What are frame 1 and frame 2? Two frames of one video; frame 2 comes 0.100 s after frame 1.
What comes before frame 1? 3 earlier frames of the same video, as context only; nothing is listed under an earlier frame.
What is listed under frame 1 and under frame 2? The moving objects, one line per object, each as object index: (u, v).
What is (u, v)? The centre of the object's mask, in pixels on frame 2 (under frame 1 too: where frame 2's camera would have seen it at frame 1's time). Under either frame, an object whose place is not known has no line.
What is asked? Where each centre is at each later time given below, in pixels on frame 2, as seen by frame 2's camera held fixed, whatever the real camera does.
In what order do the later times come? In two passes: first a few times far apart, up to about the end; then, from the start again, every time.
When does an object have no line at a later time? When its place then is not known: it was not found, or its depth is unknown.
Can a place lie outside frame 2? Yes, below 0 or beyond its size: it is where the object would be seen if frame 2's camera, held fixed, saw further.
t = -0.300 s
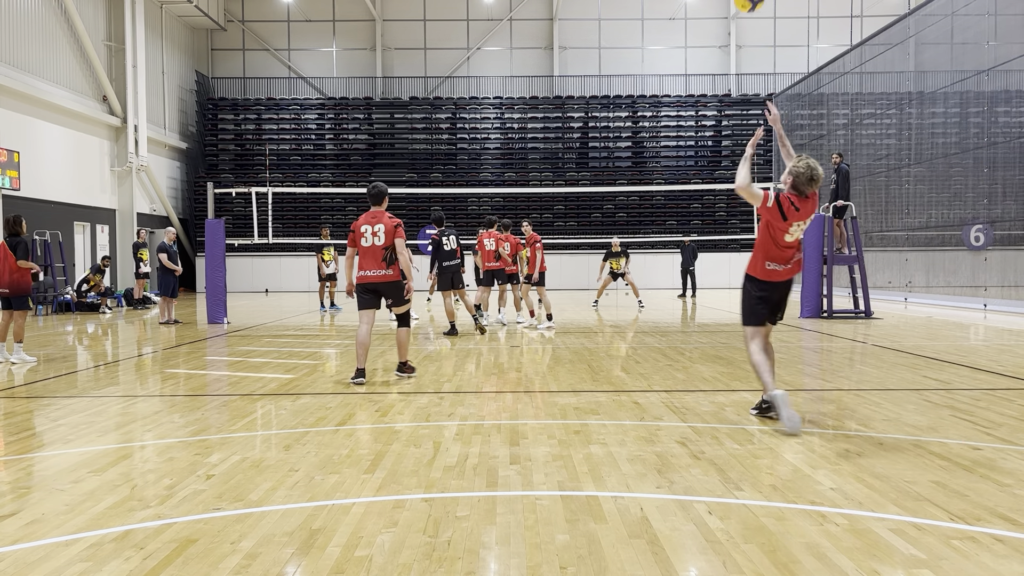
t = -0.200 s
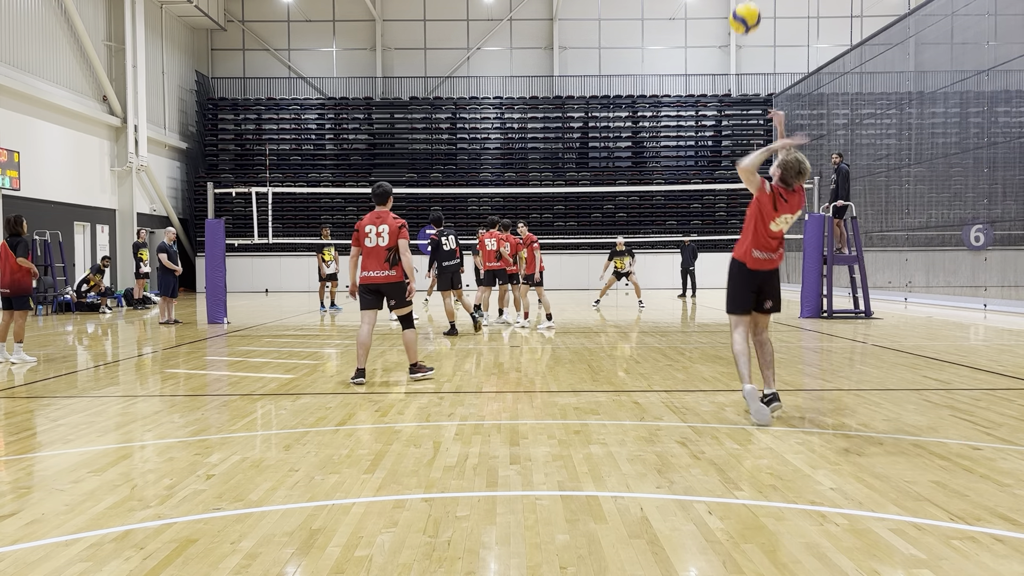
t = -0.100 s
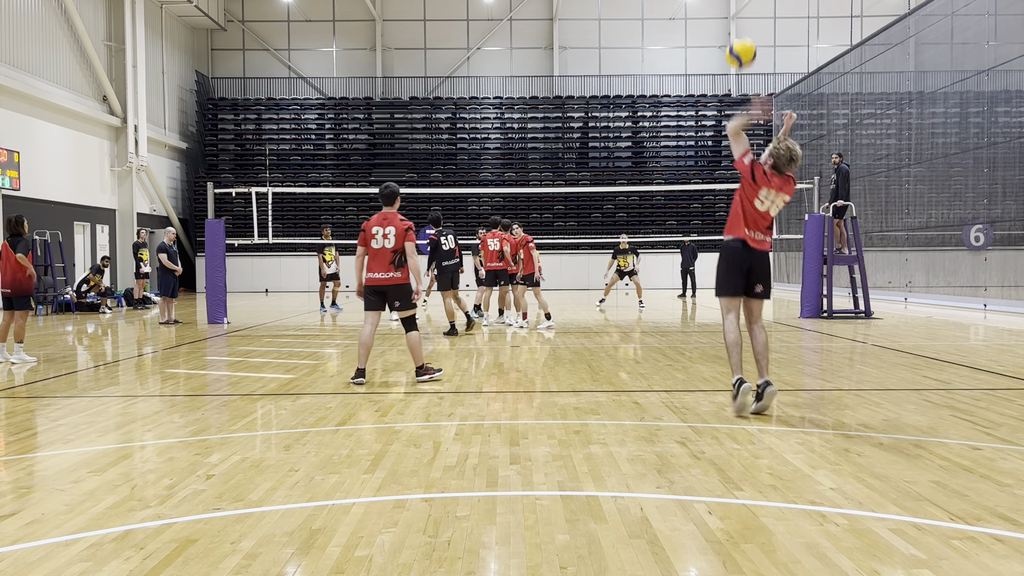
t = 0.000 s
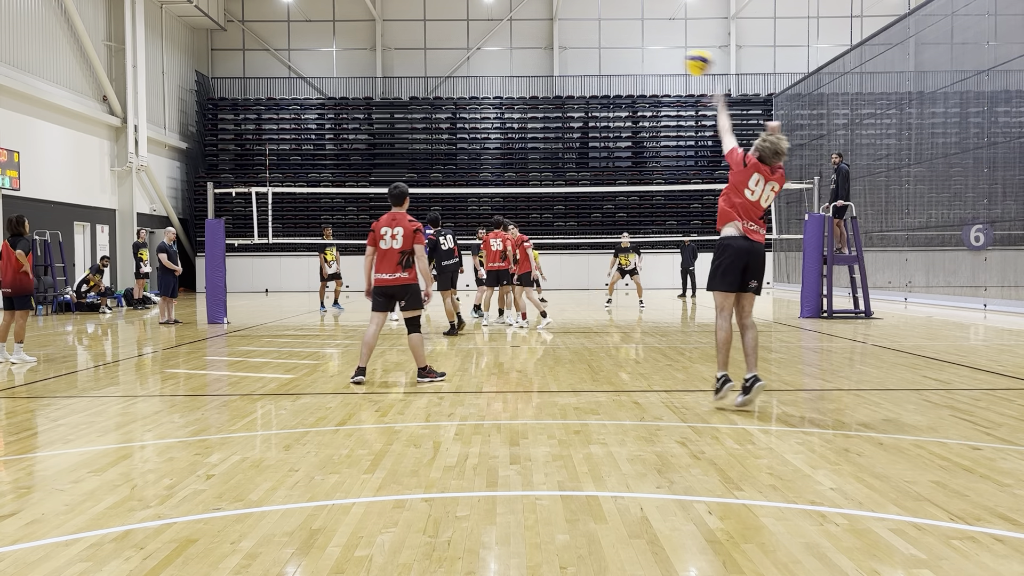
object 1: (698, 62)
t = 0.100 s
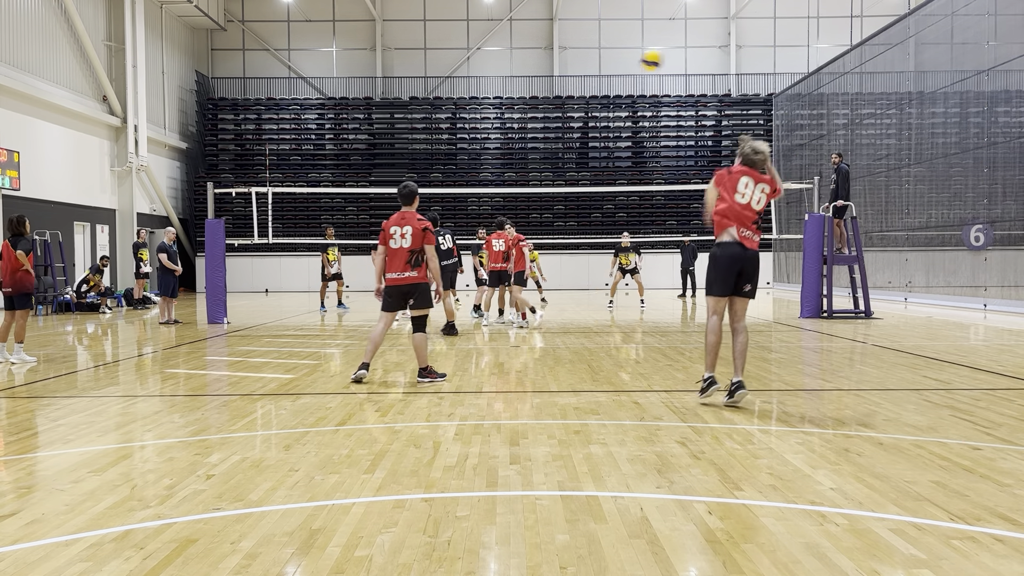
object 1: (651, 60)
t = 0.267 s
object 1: (599, 74)
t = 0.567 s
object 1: (553, 129)
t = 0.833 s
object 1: (530, 191)
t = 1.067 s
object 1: (521, 246)
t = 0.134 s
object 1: (639, 61)
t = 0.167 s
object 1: (628, 63)
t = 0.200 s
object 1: (616, 66)
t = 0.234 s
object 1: (608, 70)
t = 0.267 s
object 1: (599, 74)
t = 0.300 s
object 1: (592, 78)
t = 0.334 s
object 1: (585, 84)
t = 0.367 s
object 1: (579, 90)
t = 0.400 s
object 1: (574, 96)
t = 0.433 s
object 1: (570, 102)
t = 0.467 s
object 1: (565, 109)
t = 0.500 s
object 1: (561, 115)
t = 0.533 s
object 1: (557, 122)
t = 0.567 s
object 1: (553, 129)
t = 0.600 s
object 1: (549, 137)
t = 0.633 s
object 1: (546, 144)
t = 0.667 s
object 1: (543, 152)
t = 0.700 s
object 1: (540, 159)
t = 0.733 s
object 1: (537, 167)
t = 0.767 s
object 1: (535, 175)
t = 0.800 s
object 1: (533, 182)
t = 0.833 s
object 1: (530, 191)
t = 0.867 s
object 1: (528, 199)
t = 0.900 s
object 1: (527, 207)
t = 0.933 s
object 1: (525, 215)
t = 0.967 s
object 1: (523, 223)
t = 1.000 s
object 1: (522, 231)
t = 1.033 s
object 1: (521, 240)
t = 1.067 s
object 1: (521, 246)
